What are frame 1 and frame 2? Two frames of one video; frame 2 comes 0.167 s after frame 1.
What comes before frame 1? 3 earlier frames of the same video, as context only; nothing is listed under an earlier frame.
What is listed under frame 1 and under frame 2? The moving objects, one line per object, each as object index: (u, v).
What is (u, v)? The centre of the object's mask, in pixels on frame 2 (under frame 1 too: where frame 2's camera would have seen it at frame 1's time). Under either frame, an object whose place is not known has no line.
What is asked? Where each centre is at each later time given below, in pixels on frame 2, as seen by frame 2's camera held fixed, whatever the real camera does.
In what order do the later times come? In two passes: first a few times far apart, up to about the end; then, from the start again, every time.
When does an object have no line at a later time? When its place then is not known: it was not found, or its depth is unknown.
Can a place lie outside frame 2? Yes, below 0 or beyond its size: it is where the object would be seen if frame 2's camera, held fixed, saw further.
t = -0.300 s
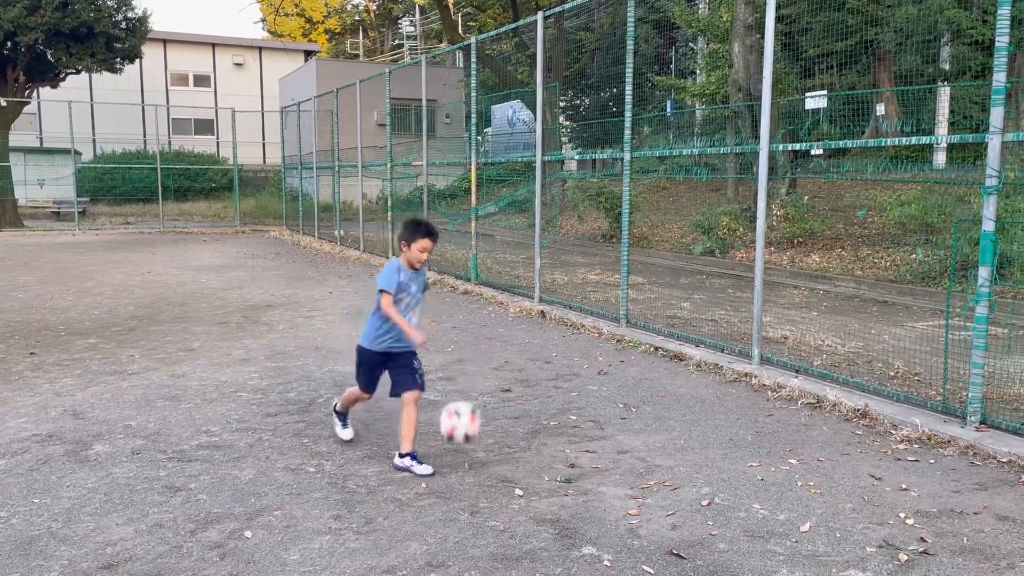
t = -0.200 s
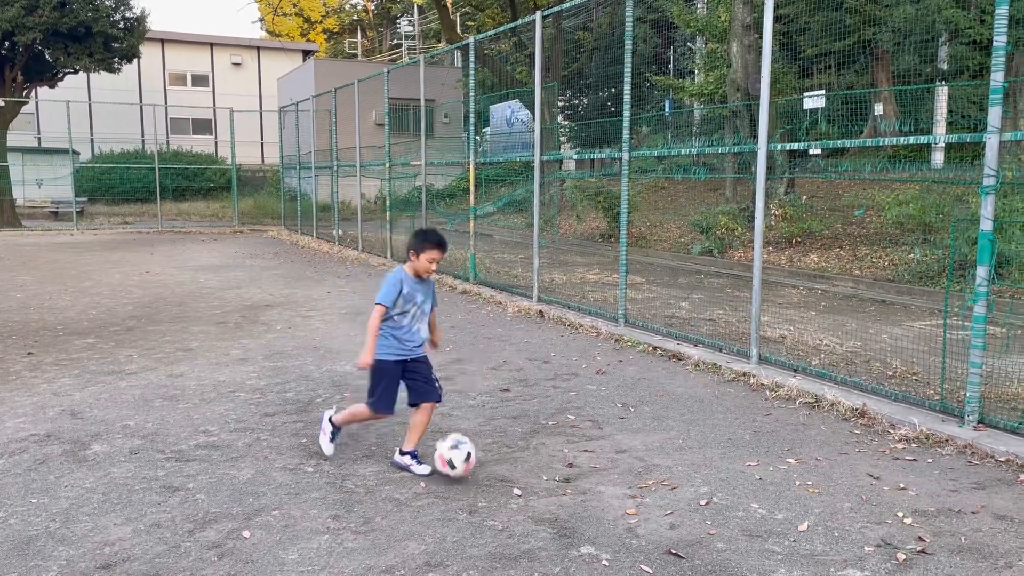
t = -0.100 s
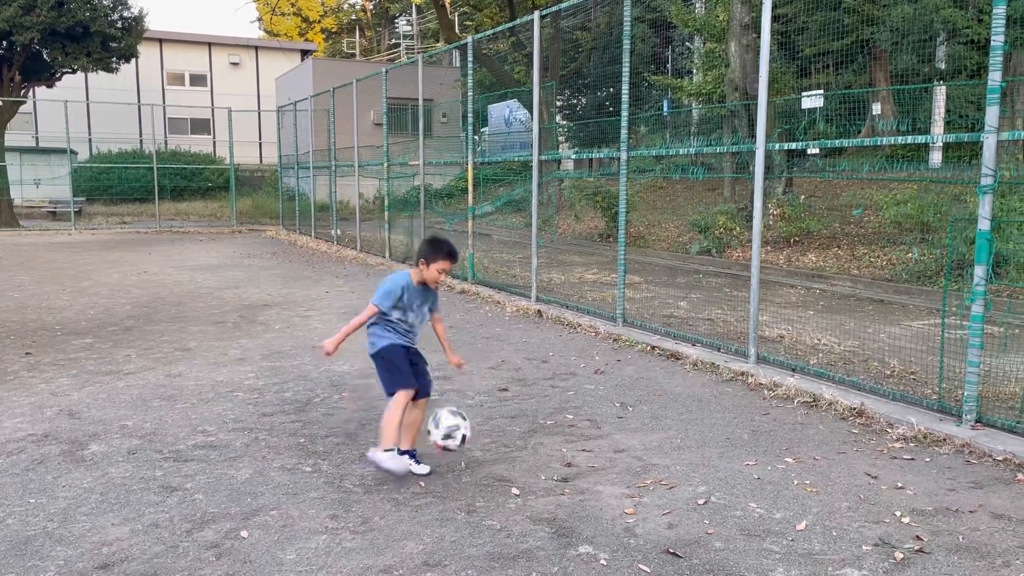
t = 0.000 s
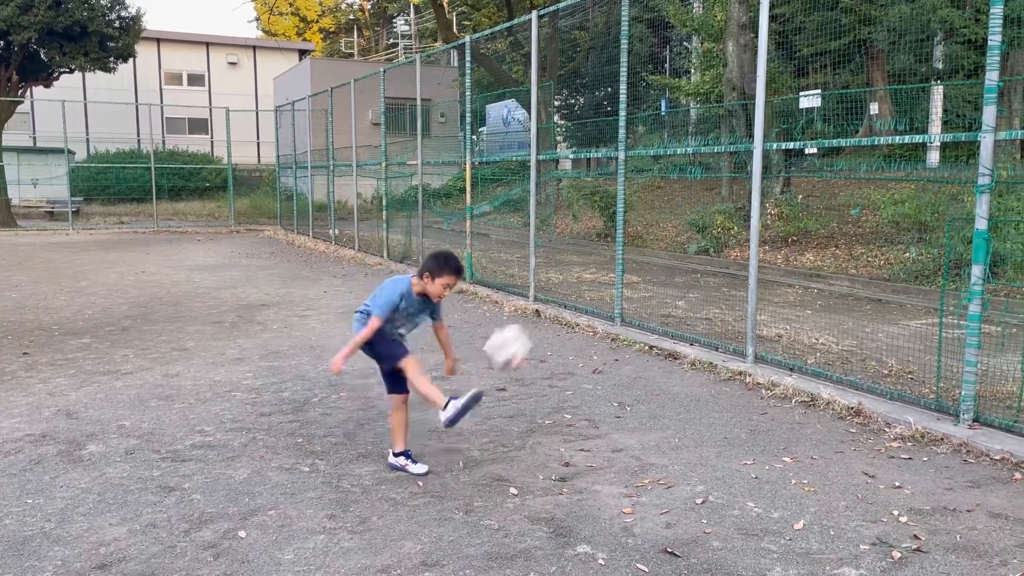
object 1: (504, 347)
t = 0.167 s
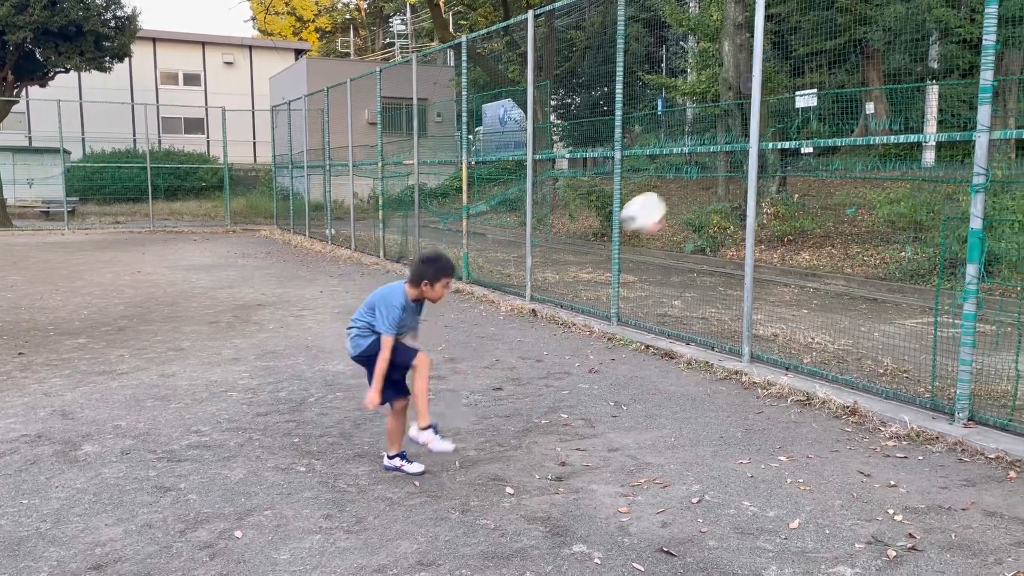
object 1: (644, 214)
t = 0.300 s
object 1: (745, 155)
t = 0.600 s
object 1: (897, 159)
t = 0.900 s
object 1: (837, 362)
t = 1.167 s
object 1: (782, 326)
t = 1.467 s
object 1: (711, 263)
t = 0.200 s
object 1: (670, 195)
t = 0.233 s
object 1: (696, 179)
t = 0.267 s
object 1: (721, 167)
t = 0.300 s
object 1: (745, 155)
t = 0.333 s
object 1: (768, 146)
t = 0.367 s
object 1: (791, 141)
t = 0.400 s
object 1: (813, 137)
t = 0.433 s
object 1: (835, 135)
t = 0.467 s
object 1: (856, 134)
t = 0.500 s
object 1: (877, 136)
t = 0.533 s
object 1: (897, 140)
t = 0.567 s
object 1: (902, 148)
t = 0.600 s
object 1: (897, 159)
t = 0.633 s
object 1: (890, 172)
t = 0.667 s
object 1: (884, 188)
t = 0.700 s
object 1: (878, 206)
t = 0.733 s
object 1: (871, 226)
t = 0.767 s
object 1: (865, 249)
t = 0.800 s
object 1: (859, 273)
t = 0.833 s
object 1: (850, 300)
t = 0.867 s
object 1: (842, 330)
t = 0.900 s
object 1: (837, 362)
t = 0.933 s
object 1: (831, 396)
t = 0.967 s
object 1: (824, 433)
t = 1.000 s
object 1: (818, 432)
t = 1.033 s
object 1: (811, 408)
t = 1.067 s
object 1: (804, 384)
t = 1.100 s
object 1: (796, 363)
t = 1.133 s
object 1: (789, 345)
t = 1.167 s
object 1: (782, 326)
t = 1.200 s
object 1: (775, 311)
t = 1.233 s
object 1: (769, 298)
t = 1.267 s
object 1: (761, 287)
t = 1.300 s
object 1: (753, 277)
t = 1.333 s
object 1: (745, 270)
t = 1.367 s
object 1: (737, 265)
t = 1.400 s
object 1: (729, 261)
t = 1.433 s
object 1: (720, 261)
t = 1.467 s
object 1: (711, 263)
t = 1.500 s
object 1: (702, 268)
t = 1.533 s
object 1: (693, 273)
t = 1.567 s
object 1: (684, 282)
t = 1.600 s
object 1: (675, 294)
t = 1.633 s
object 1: (664, 308)
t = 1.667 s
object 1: (655, 324)
